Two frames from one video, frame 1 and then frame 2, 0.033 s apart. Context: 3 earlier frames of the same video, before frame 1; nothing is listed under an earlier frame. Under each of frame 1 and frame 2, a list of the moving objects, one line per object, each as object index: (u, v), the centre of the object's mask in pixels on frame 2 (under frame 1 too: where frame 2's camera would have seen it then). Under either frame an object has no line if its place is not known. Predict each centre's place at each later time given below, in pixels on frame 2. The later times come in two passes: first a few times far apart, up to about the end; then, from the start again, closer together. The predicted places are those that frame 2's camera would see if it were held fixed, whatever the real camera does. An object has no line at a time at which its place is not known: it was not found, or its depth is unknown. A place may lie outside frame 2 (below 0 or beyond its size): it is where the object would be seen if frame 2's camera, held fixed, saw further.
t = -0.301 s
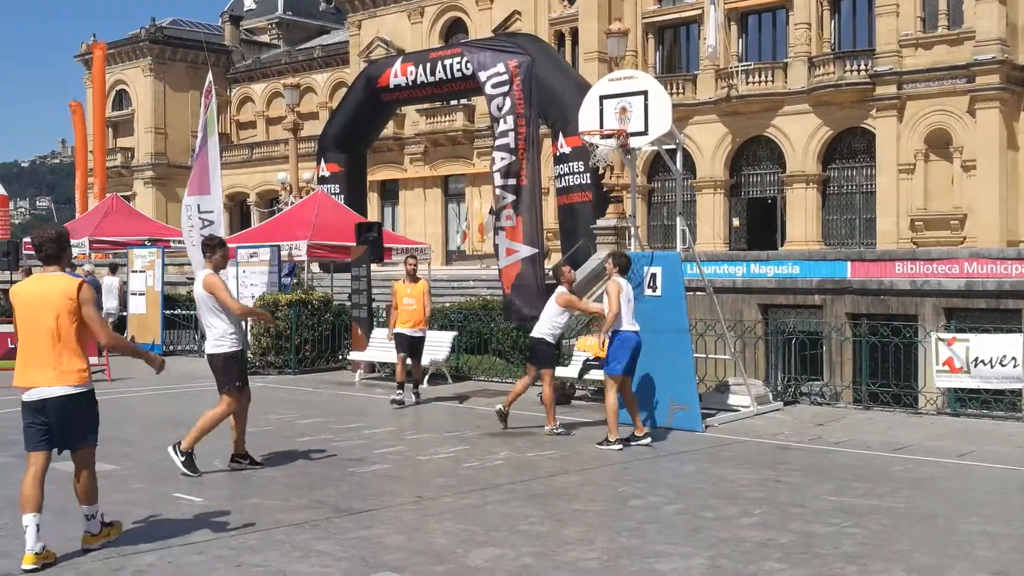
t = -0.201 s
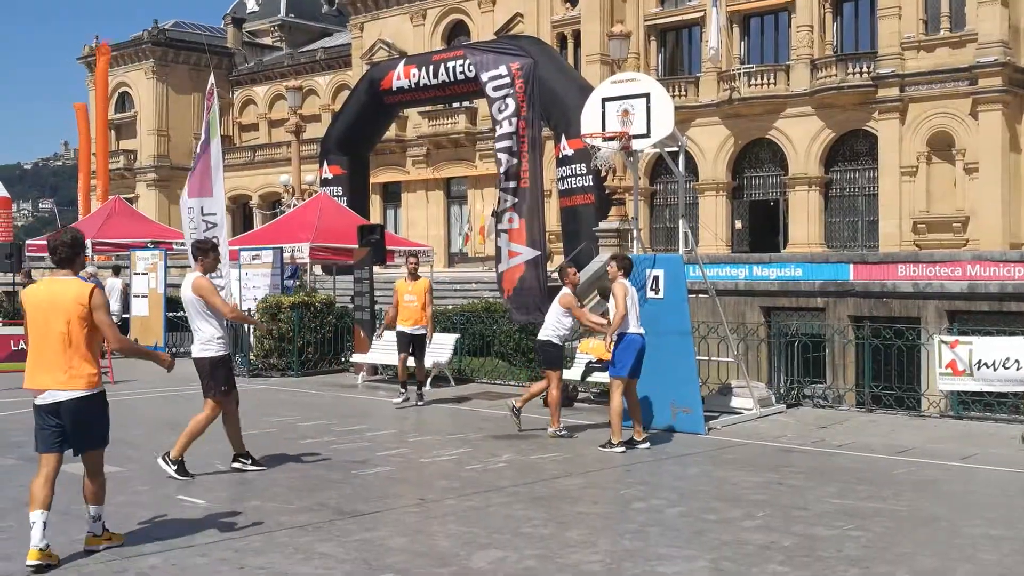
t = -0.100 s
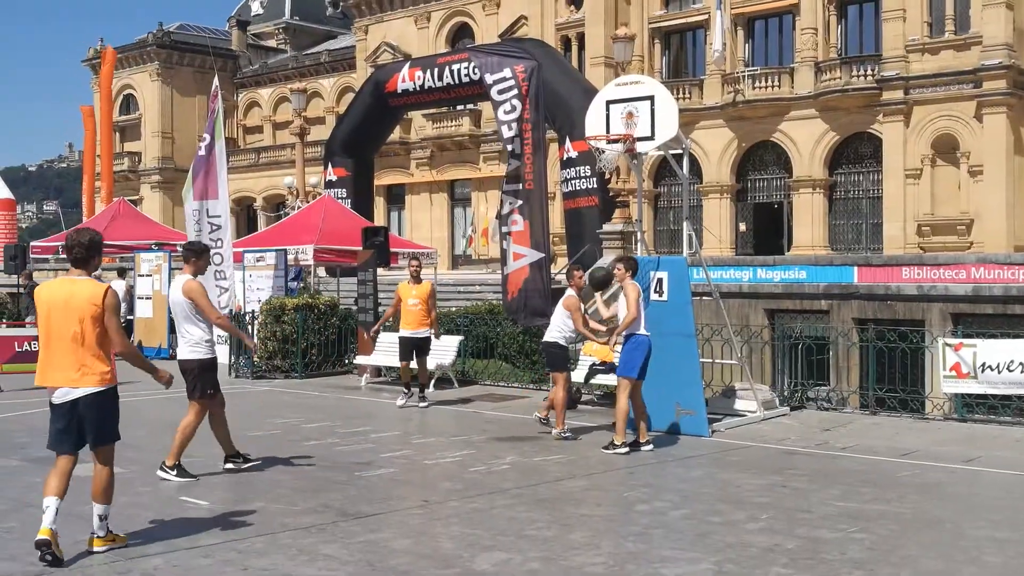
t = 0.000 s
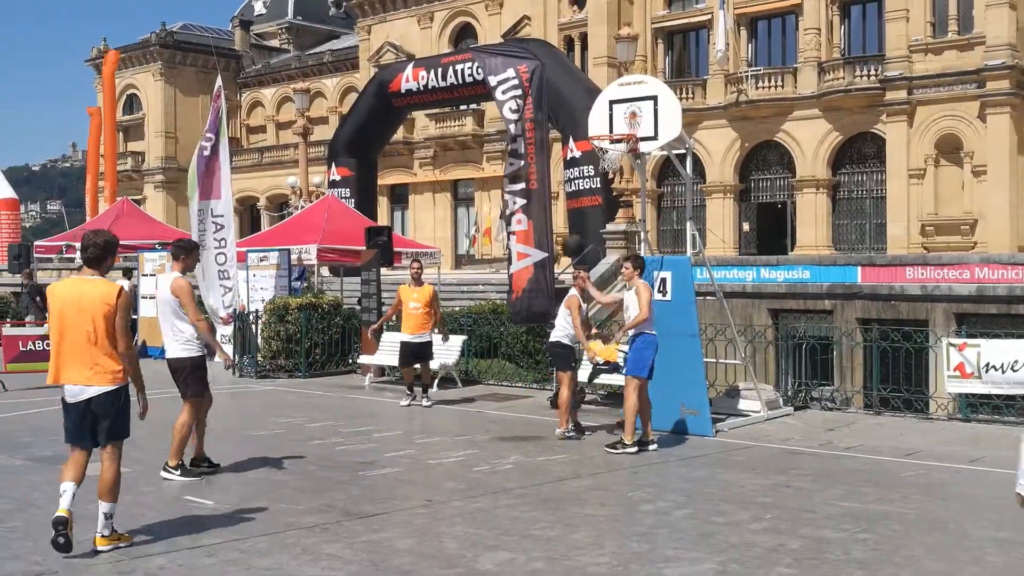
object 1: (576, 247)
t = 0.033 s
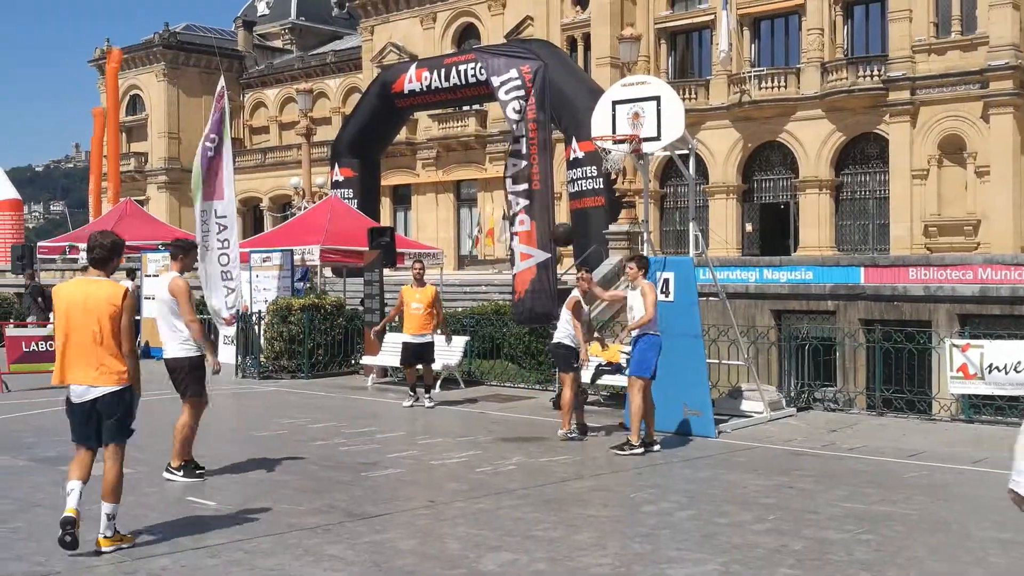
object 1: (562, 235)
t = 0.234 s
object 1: (479, 186)
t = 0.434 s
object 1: (390, 176)
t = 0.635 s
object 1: (294, 211)
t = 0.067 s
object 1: (550, 224)
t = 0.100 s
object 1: (535, 215)
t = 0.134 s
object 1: (522, 206)
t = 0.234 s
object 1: (479, 186)
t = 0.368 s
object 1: (421, 174)
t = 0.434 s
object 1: (390, 176)
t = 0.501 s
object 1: (357, 179)
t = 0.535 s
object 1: (342, 187)
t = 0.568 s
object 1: (326, 193)
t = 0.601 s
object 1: (309, 201)
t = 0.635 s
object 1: (294, 211)
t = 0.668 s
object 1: (276, 221)
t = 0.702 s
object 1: (259, 233)
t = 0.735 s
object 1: (241, 247)
